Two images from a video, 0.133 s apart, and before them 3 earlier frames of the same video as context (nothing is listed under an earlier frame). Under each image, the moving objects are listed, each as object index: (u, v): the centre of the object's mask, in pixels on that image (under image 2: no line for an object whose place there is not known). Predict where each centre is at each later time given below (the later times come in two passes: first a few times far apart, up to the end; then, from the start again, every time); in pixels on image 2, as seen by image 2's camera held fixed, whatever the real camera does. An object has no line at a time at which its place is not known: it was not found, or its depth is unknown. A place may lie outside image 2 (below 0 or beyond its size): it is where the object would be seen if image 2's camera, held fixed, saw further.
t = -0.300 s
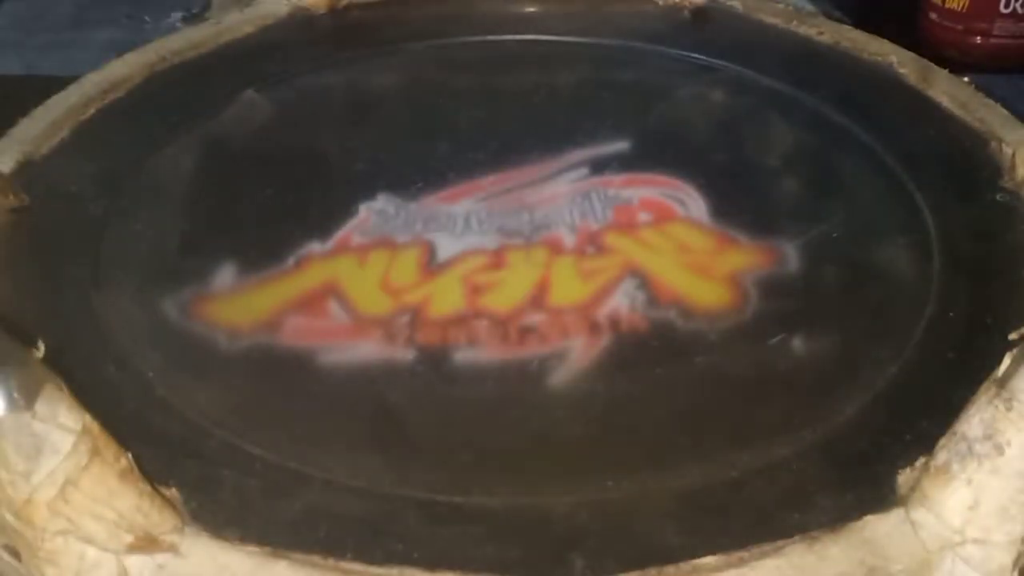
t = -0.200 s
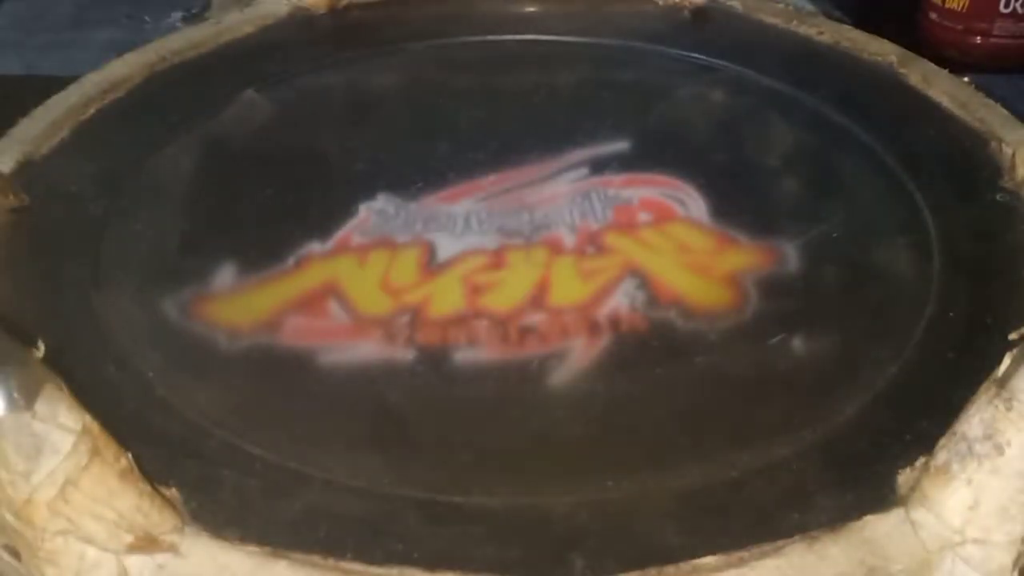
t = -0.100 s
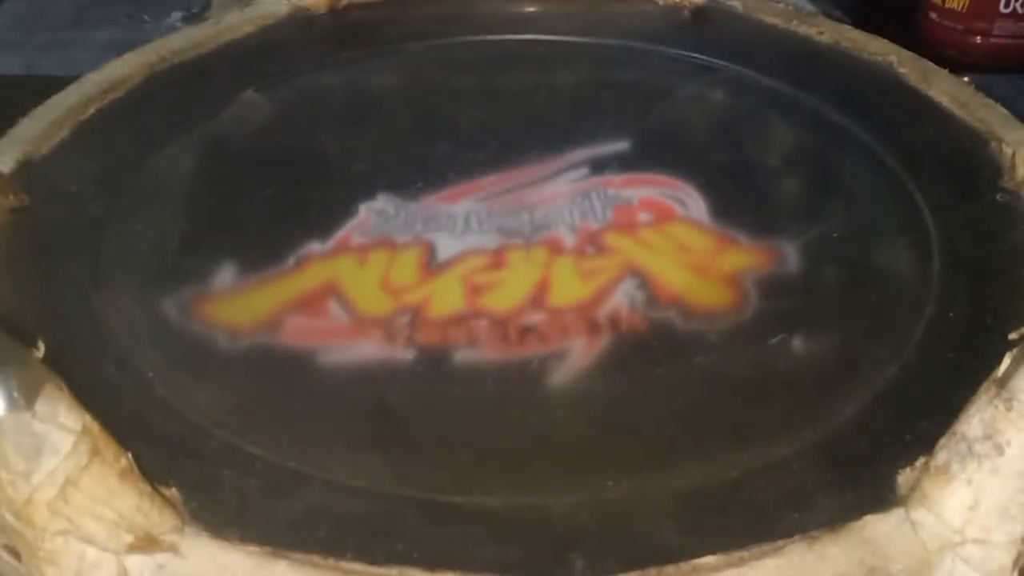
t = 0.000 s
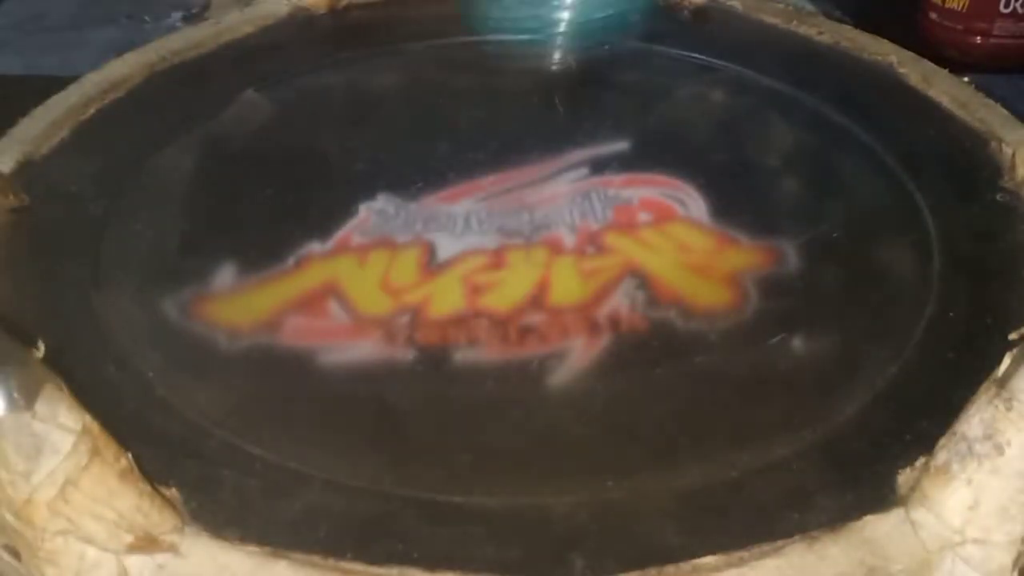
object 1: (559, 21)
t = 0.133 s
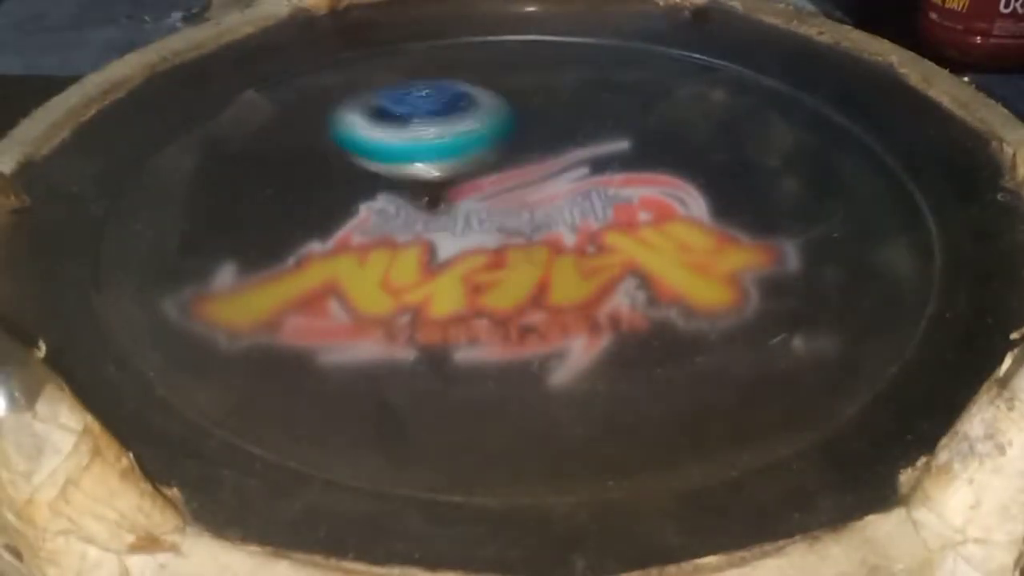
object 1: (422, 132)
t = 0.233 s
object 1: (324, 163)
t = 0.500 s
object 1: (344, 166)
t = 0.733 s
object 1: (493, 244)
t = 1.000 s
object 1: (491, 219)
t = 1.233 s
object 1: (413, 204)
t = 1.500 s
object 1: (522, 255)
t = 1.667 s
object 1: (632, 187)
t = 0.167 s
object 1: (383, 128)
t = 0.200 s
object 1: (348, 166)
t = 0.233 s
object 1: (324, 163)
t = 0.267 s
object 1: (309, 144)
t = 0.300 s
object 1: (297, 156)
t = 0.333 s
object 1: (293, 152)
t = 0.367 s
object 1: (293, 149)
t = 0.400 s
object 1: (299, 150)
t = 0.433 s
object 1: (310, 153)
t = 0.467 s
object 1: (325, 157)
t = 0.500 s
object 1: (344, 166)
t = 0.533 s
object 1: (366, 181)
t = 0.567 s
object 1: (390, 192)
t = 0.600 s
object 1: (416, 206)
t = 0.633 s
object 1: (440, 217)
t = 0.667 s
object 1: (460, 229)
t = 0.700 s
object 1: (478, 238)
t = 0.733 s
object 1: (493, 244)
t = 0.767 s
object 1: (505, 249)
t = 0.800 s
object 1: (512, 249)
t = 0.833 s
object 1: (516, 247)
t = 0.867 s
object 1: (515, 243)
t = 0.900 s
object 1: (512, 237)
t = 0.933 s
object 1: (507, 232)
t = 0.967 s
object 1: (501, 225)
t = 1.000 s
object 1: (491, 219)
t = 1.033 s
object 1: (478, 212)
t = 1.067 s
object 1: (466, 206)
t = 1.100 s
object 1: (454, 203)
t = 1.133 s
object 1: (441, 200)
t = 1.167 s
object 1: (430, 199)
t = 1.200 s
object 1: (420, 200)
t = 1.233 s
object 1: (413, 204)
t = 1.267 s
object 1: (409, 209)
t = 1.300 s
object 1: (408, 216)
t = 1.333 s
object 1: (411, 224)
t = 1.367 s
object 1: (422, 233)
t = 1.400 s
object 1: (438, 242)
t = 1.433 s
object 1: (461, 250)
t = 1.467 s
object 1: (490, 255)
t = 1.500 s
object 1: (522, 255)
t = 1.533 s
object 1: (554, 249)
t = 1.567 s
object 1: (584, 239)
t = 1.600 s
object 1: (608, 224)
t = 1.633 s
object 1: (623, 207)
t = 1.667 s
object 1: (632, 187)
